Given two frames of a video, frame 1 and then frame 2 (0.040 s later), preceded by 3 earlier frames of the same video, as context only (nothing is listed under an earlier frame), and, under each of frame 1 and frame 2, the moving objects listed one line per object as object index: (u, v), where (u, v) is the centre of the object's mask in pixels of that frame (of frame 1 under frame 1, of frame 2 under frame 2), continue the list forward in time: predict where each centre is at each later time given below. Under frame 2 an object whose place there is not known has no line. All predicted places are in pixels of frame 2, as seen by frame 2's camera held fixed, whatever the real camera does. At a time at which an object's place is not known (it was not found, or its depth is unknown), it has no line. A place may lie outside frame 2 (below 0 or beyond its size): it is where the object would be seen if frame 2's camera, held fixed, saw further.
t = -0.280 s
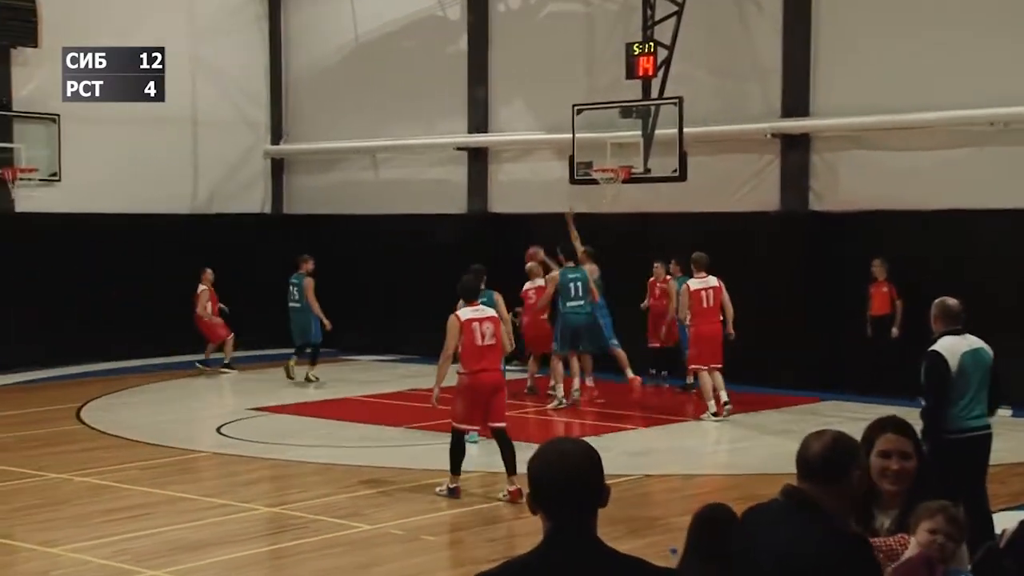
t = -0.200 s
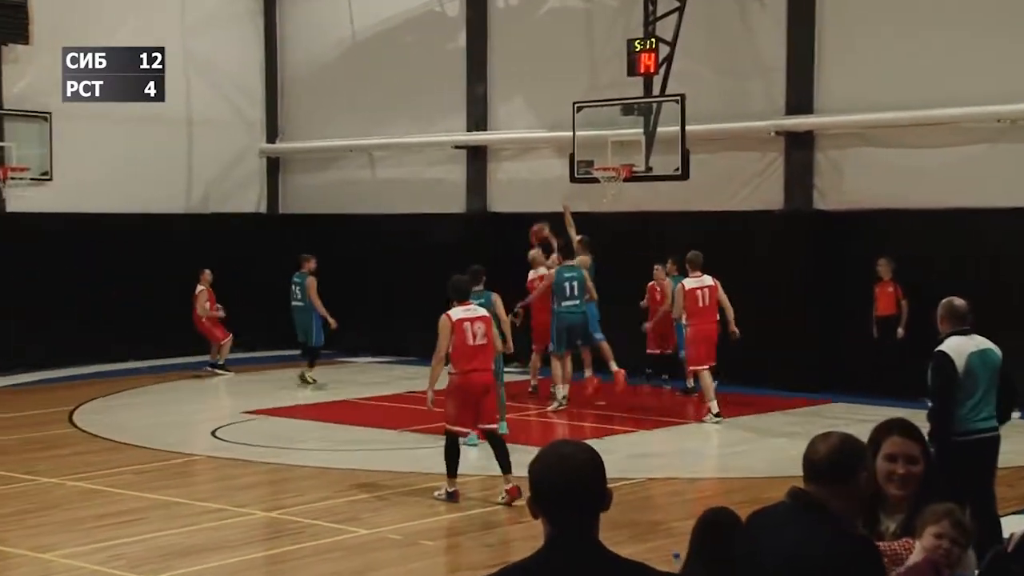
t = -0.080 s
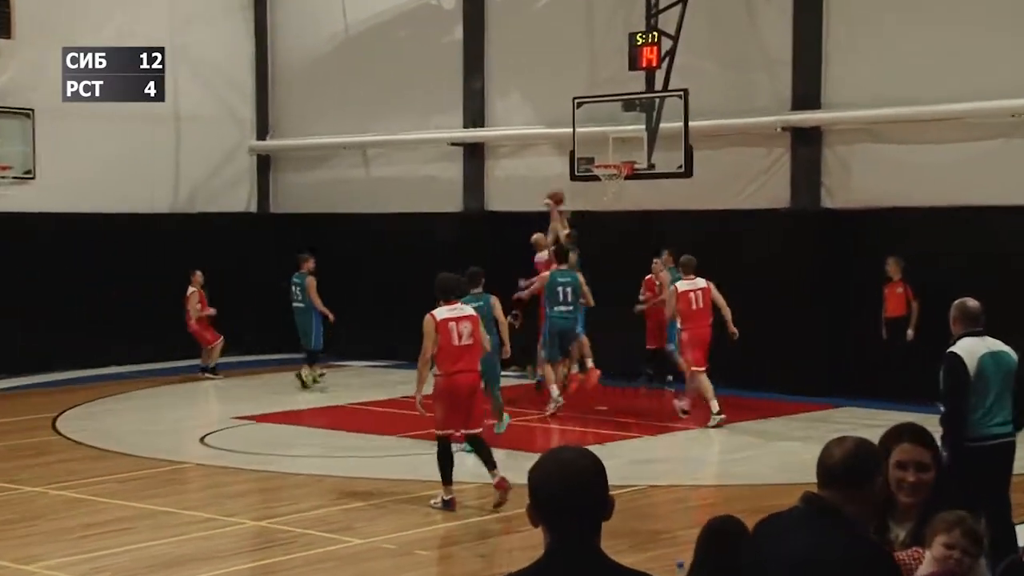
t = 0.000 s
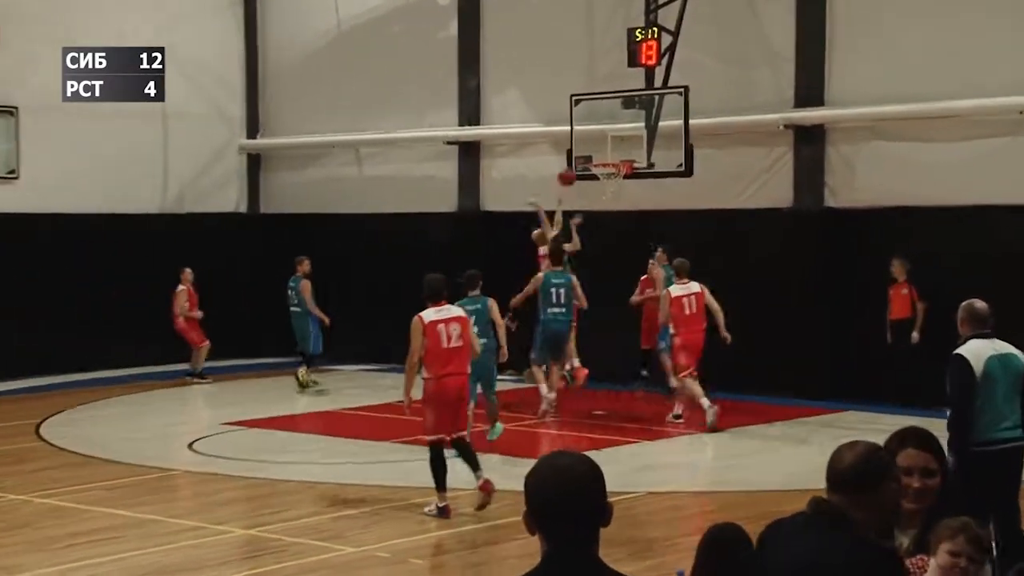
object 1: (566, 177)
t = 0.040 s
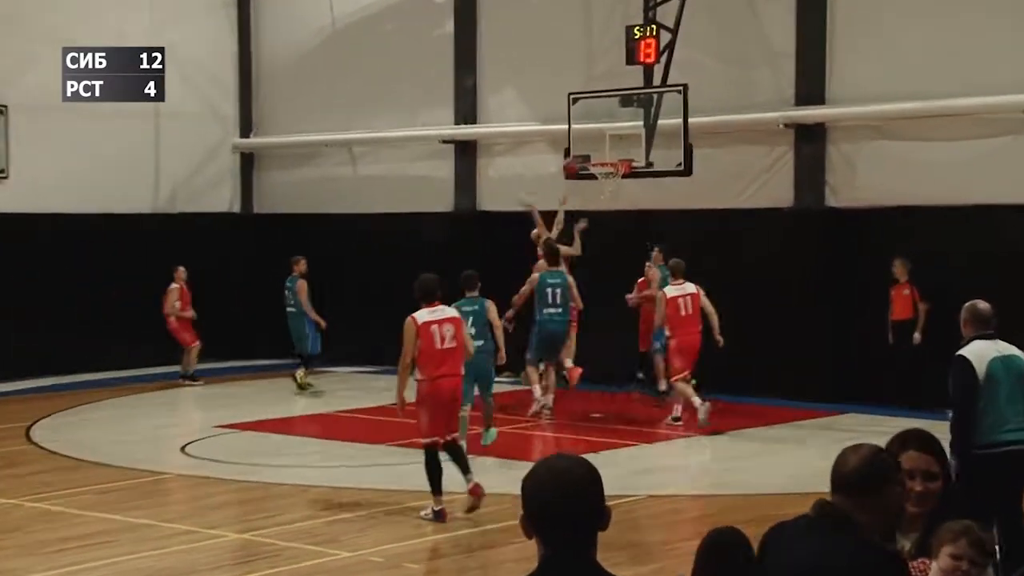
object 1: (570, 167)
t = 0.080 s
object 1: (580, 160)
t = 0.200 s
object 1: (596, 145)
